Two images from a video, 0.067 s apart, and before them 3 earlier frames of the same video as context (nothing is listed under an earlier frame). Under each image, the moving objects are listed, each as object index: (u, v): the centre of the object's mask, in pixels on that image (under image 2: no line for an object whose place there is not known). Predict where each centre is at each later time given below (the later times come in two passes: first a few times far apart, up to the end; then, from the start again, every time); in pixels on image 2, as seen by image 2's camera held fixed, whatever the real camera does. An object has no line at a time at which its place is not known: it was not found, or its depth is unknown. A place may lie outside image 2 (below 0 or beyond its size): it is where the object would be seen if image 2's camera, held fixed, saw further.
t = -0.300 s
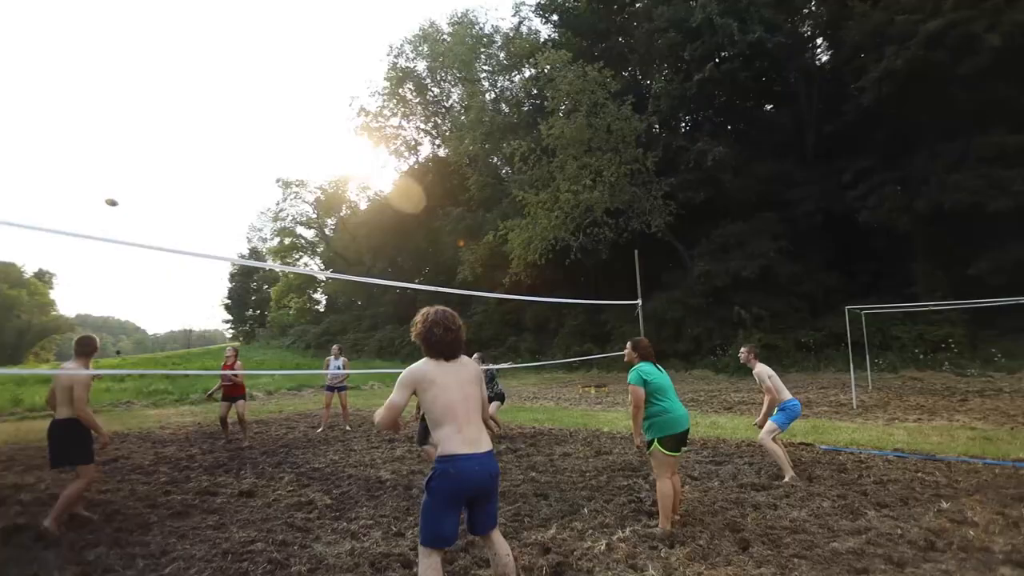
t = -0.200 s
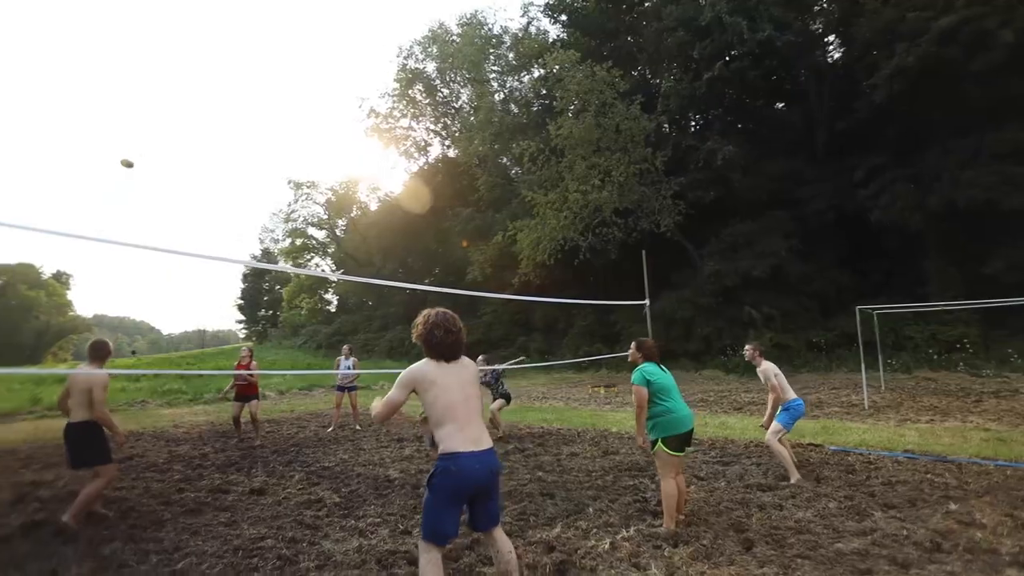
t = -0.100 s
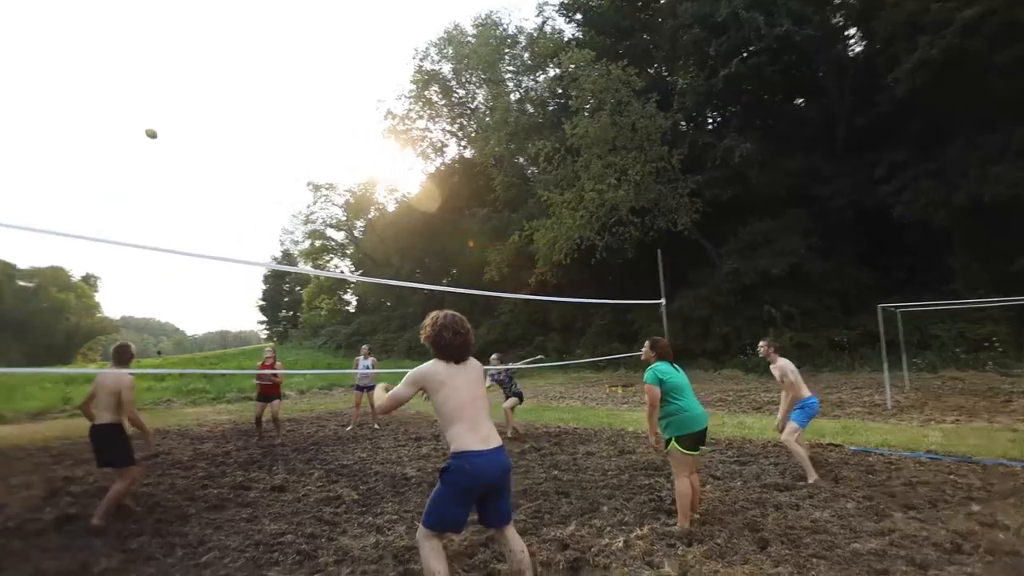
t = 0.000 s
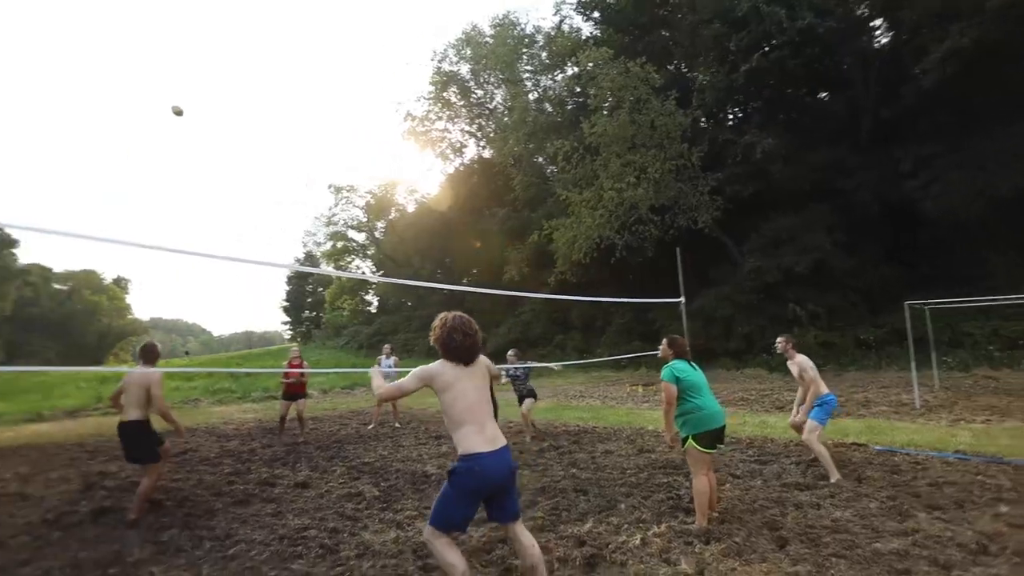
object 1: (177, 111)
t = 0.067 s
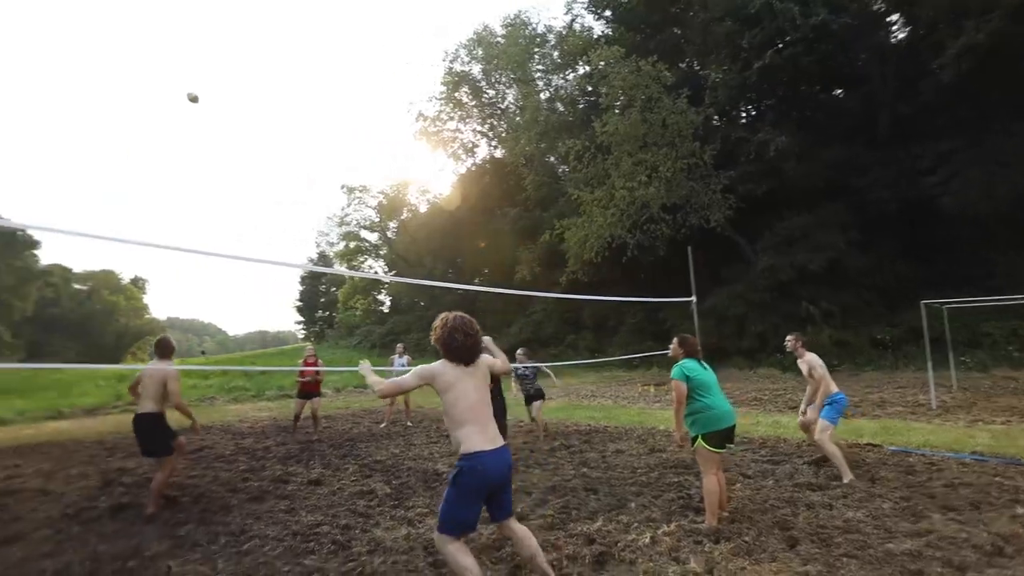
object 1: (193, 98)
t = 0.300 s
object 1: (193, 64)
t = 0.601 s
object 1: (196, 68)
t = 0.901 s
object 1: (200, 127)
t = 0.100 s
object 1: (193, 91)
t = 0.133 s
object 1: (193, 85)
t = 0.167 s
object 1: (193, 80)
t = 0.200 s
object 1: (193, 75)
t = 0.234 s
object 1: (193, 71)
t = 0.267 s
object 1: (193, 67)
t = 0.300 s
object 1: (193, 64)
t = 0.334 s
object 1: (193, 62)
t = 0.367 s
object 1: (193, 60)
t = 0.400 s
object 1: (194, 59)
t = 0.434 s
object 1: (194, 59)
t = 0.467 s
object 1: (194, 59)
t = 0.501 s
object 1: (195, 60)
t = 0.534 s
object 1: (195, 62)
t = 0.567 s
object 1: (196, 64)
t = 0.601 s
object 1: (196, 68)
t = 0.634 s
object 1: (196, 71)
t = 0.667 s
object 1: (196, 76)
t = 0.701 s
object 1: (196, 81)
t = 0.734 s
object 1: (197, 87)
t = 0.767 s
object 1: (197, 93)
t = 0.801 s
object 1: (198, 101)
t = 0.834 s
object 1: (199, 109)
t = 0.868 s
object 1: (199, 118)
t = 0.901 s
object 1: (200, 127)
